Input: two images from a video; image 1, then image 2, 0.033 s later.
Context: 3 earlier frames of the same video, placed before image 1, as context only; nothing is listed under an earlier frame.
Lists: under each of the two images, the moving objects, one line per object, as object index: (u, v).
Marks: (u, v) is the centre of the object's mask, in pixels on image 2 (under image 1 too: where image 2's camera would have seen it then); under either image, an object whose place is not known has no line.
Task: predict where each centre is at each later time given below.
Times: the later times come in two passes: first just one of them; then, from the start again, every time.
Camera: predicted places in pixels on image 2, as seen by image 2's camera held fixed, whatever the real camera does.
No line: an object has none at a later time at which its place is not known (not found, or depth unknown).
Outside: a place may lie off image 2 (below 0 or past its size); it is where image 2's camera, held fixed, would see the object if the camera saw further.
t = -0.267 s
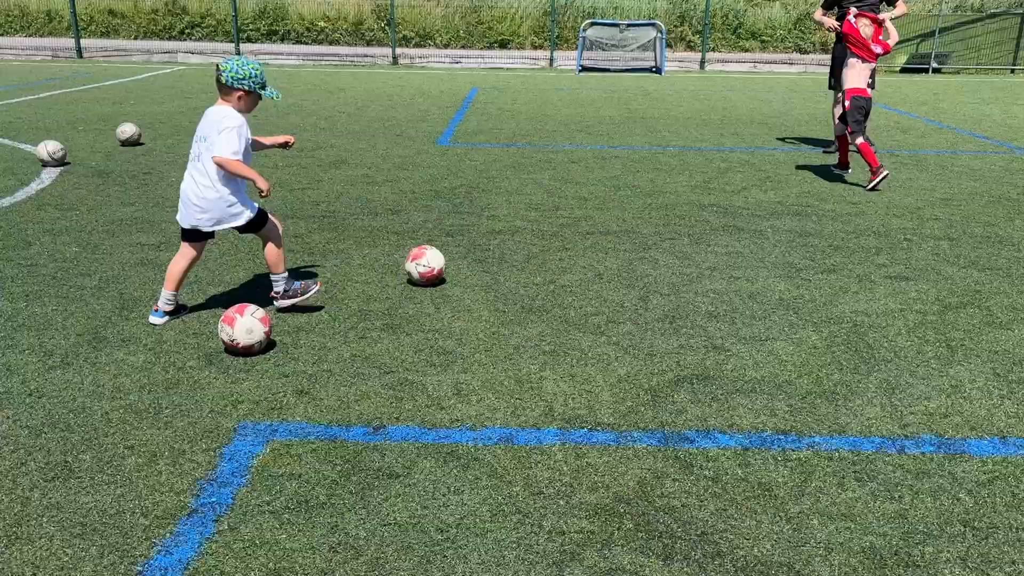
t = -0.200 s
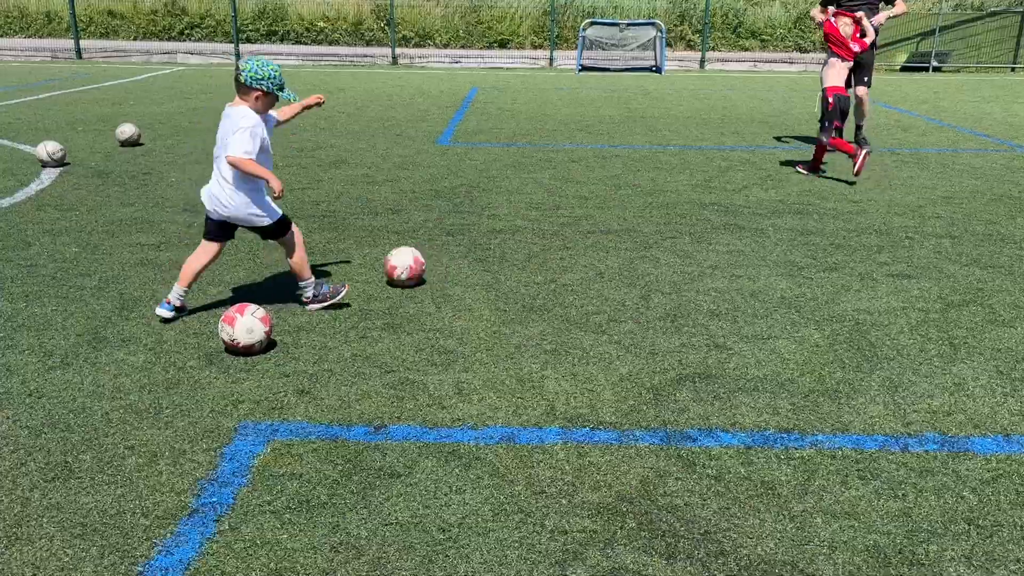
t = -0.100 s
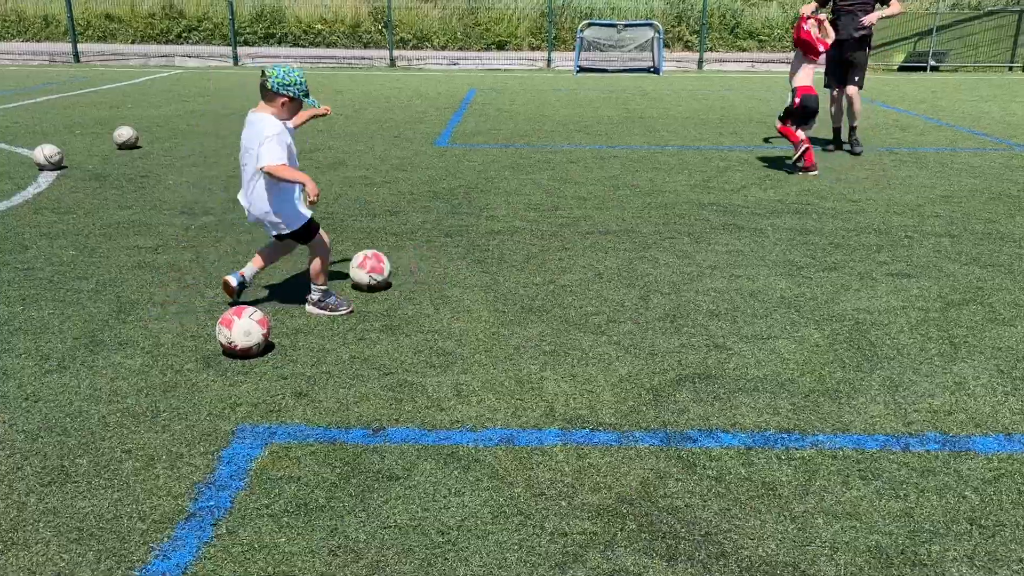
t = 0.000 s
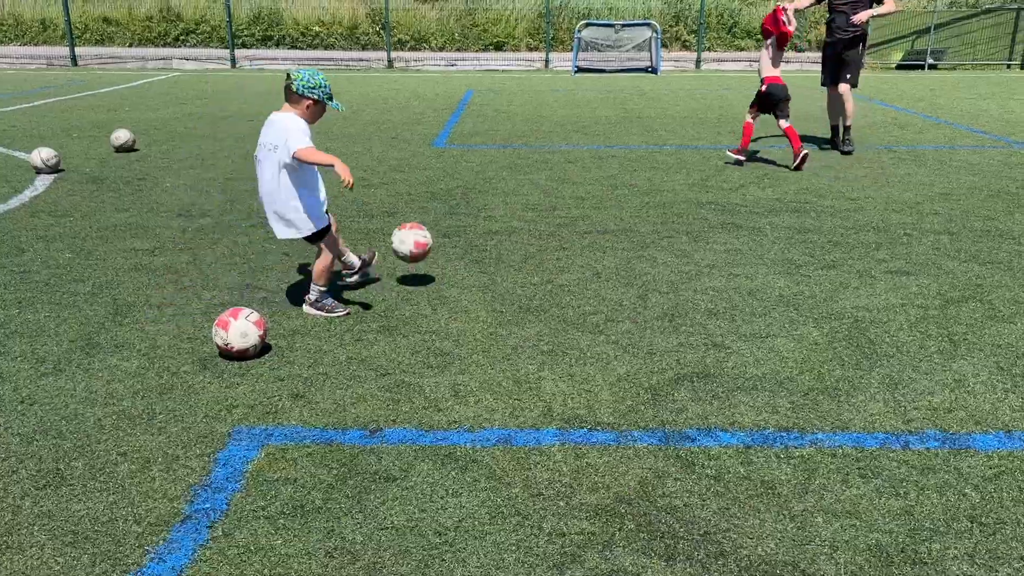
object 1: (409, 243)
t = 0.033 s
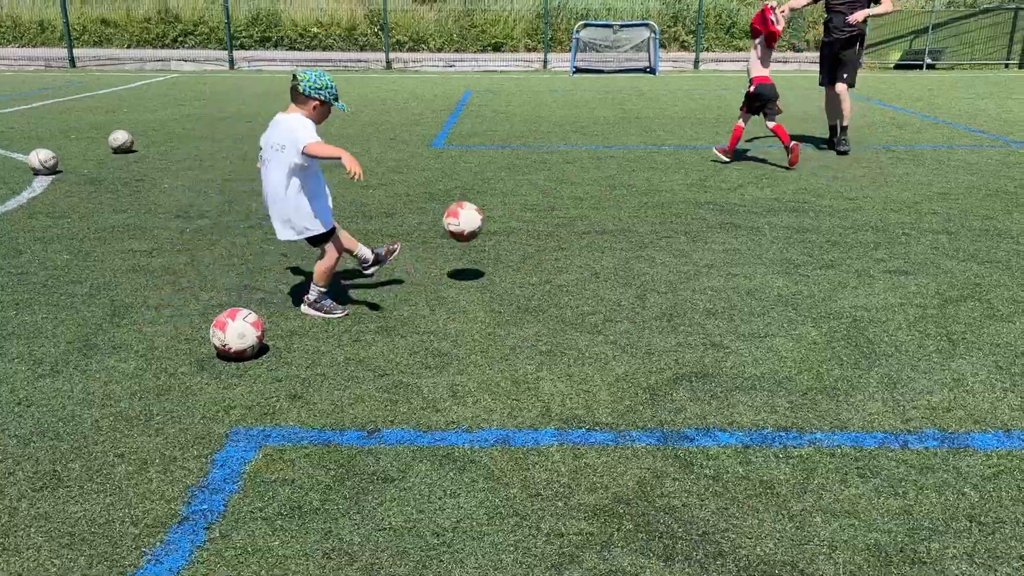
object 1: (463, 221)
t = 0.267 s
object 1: (816, 137)
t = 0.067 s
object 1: (516, 202)
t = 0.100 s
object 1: (568, 186)
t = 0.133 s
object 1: (619, 171)
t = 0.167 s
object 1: (670, 159)
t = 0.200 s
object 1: (720, 150)
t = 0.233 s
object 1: (768, 142)
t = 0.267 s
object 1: (816, 137)
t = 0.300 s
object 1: (863, 134)
